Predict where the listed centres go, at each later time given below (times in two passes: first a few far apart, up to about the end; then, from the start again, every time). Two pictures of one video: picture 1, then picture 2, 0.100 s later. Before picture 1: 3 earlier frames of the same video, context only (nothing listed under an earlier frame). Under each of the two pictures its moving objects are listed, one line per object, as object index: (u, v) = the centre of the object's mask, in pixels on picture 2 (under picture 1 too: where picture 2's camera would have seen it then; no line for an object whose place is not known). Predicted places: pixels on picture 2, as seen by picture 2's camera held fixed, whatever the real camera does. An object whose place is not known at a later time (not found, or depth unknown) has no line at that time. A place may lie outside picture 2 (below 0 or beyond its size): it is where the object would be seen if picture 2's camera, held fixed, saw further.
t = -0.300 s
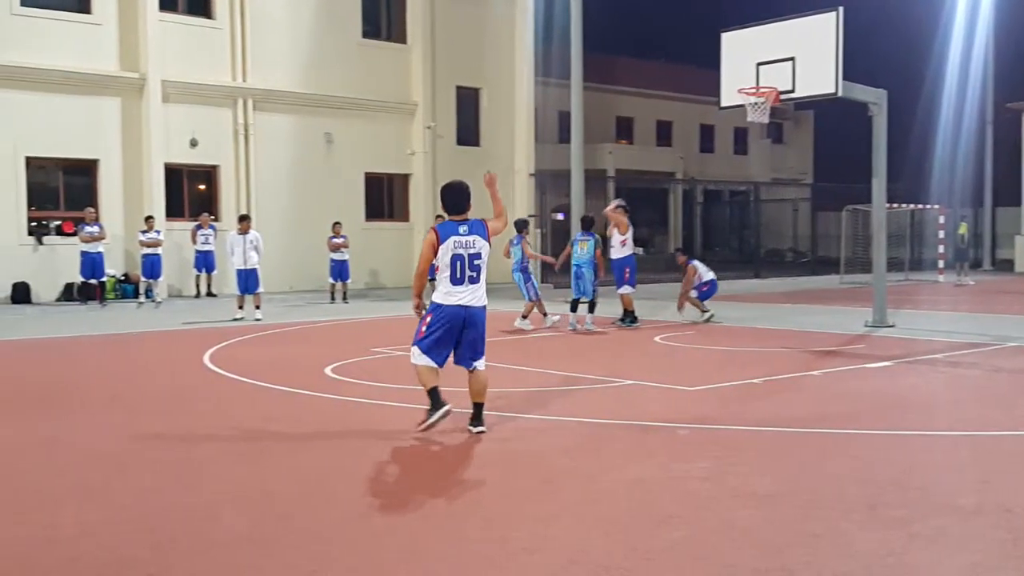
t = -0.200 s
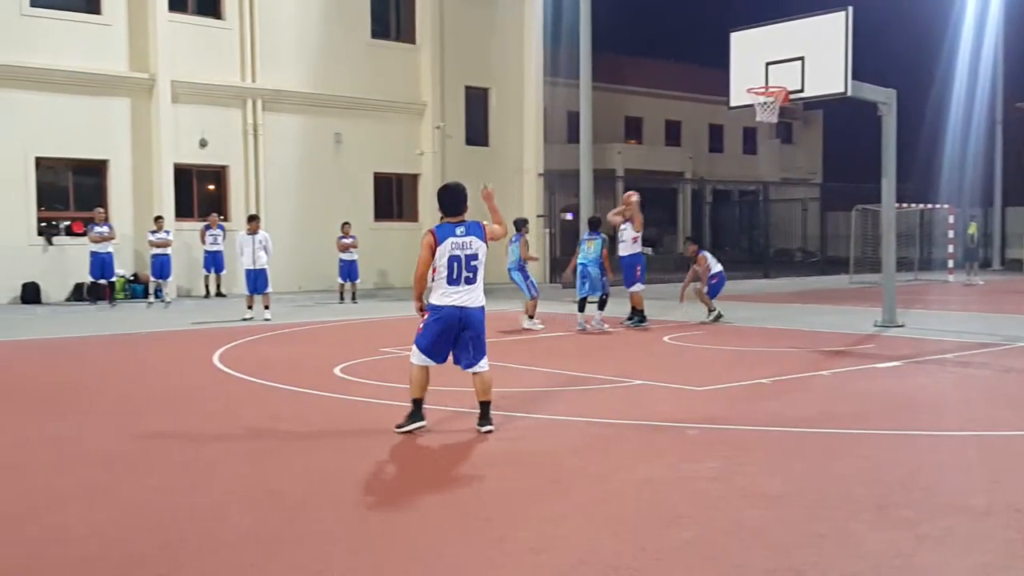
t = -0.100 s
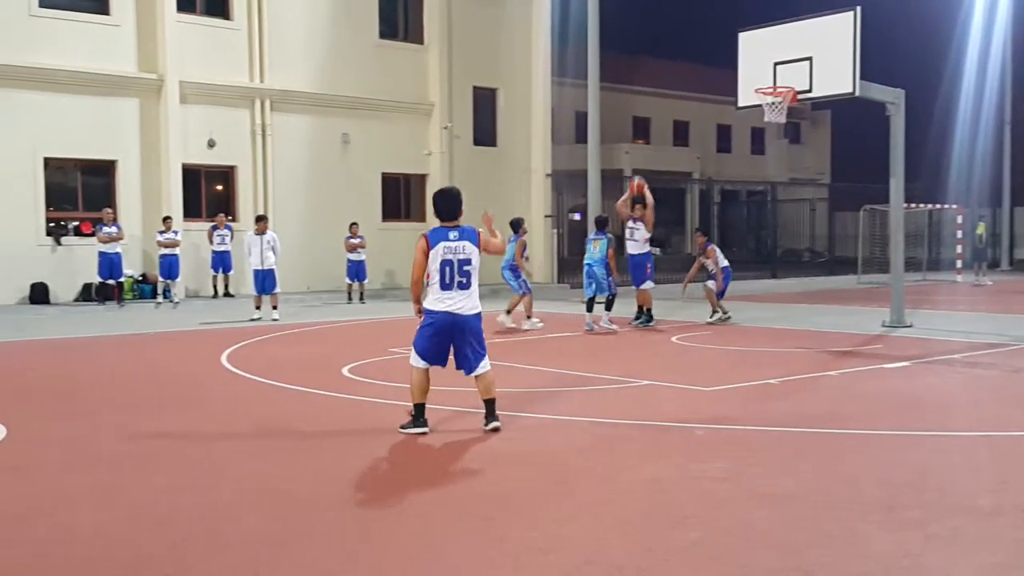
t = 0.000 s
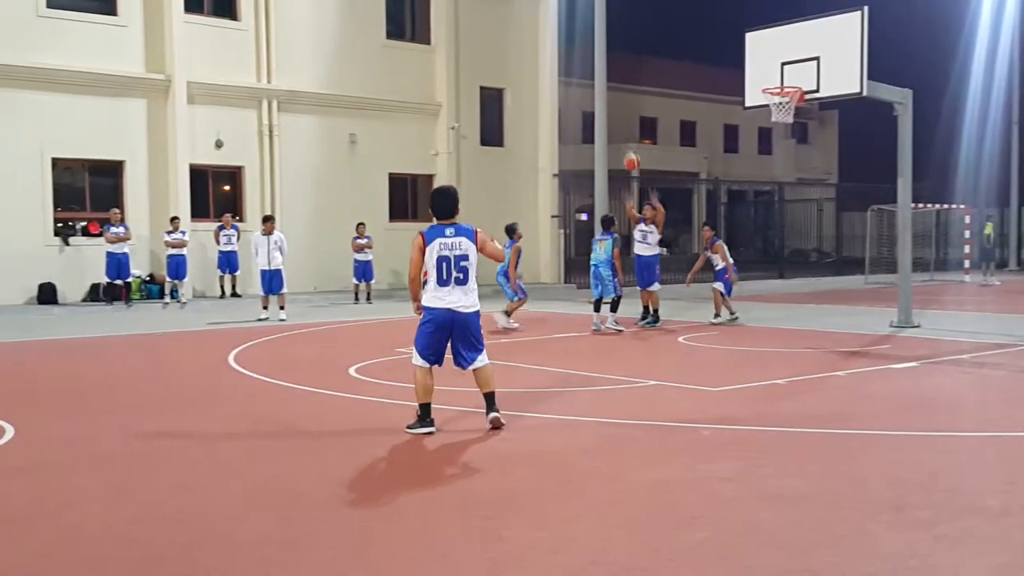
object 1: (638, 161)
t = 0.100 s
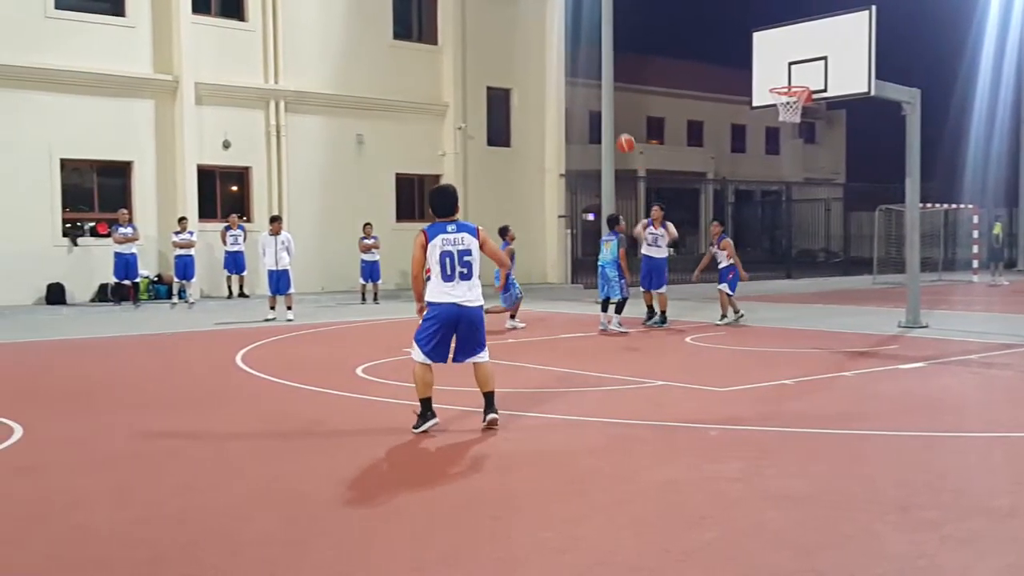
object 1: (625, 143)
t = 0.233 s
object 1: (606, 127)
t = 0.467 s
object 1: (570, 130)
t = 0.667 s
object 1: (530, 180)
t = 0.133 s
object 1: (621, 138)
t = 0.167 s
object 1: (618, 134)
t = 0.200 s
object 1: (611, 130)
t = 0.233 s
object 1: (606, 127)
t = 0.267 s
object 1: (601, 125)
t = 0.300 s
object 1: (596, 124)
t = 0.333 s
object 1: (592, 123)
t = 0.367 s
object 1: (587, 123)
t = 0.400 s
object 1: (581, 124)
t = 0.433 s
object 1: (576, 127)
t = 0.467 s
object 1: (570, 130)
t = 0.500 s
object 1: (565, 134)
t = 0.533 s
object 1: (558, 140)
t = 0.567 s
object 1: (552, 148)
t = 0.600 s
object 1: (545, 157)
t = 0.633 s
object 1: (538, 167)
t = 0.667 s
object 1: (530, 180)
